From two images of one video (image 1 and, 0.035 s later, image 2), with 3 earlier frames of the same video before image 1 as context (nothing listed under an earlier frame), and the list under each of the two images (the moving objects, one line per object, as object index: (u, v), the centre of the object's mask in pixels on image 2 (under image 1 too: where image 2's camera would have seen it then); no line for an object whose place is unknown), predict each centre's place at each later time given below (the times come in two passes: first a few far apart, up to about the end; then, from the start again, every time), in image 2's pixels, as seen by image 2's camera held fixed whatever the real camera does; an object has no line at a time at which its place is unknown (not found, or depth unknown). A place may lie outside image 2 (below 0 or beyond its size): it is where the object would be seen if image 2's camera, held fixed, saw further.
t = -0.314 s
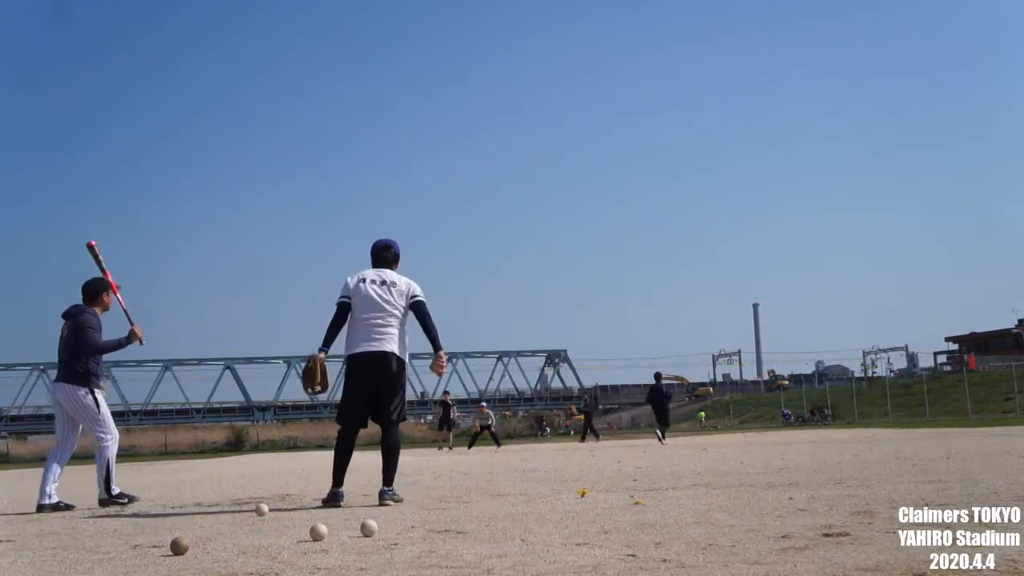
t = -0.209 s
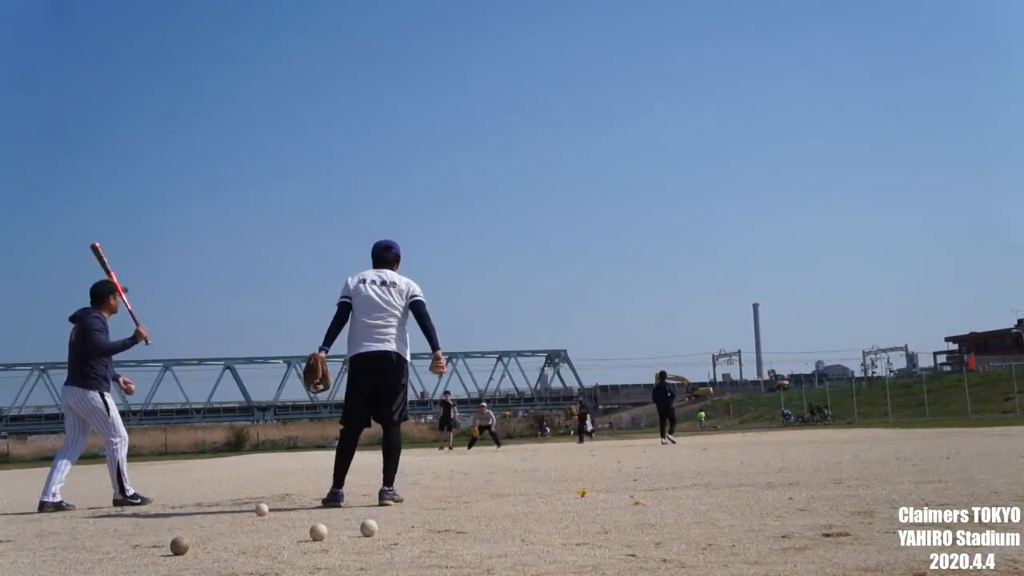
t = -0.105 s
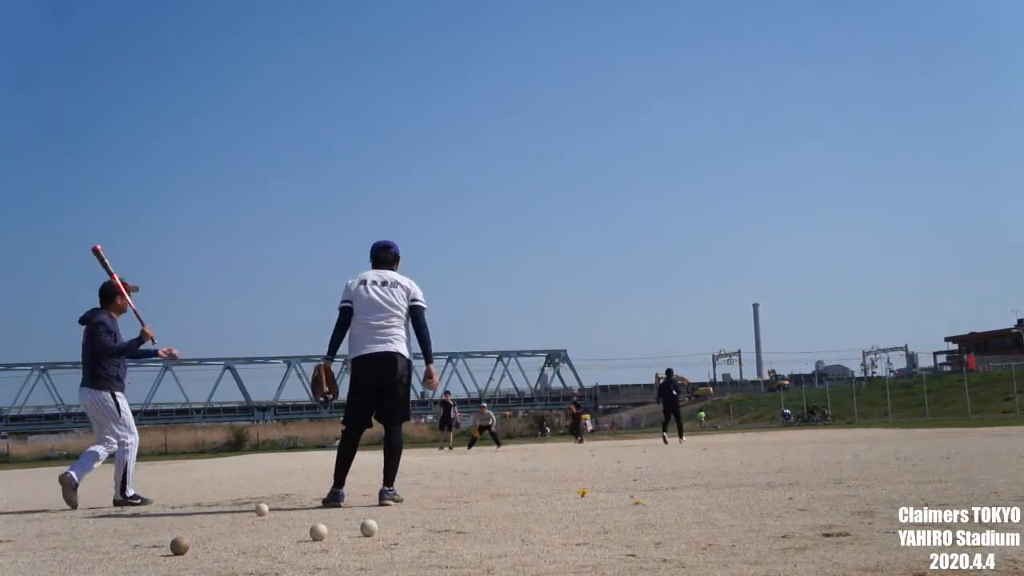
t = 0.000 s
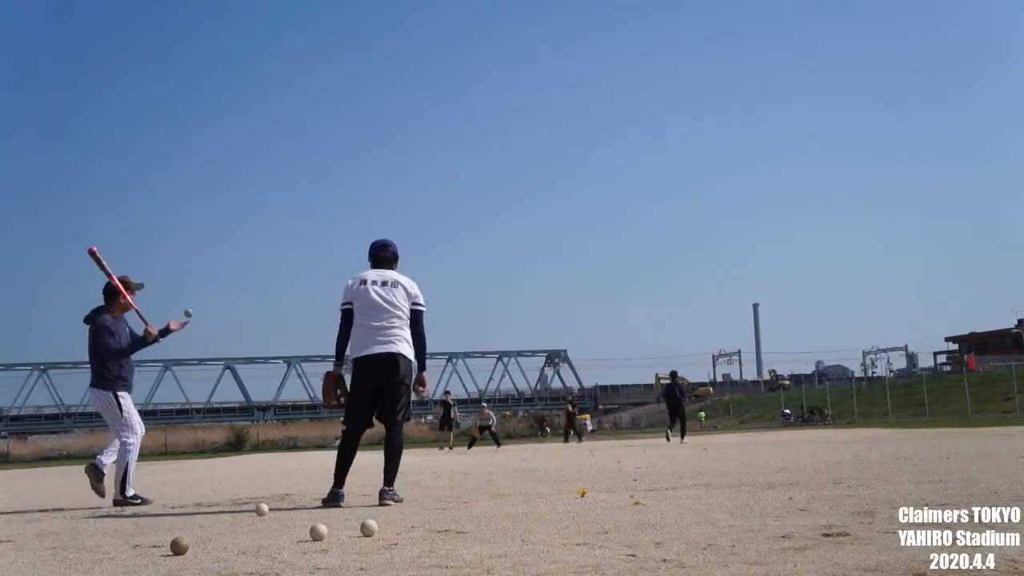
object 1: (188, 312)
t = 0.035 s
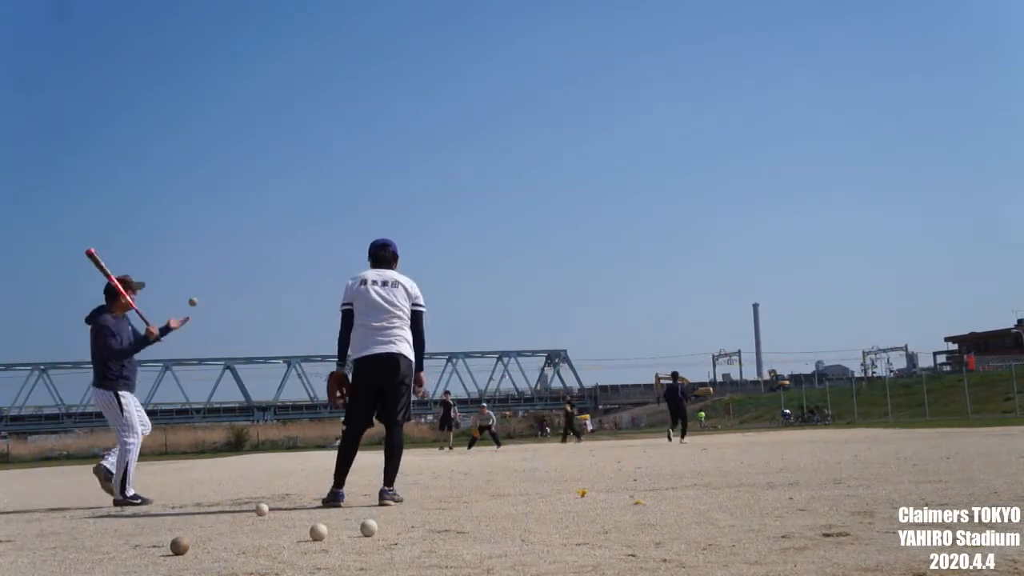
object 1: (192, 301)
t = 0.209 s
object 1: (214, 264)
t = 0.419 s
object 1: (238, 267)
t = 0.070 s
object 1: (197, 290)
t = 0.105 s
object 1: (201, 281)
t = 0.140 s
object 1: (205, 274)
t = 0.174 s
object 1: (210, 269)
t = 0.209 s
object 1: (214, 264)
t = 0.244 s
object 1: (218, 261)
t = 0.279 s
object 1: (222, 260)
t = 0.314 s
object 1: (226, 259)
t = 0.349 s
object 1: (230, 260)
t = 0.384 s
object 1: (235, 263)
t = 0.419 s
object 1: (238, 267)
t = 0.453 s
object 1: (243, 272)
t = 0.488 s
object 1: (247, 279)
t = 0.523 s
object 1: (251, 286)
